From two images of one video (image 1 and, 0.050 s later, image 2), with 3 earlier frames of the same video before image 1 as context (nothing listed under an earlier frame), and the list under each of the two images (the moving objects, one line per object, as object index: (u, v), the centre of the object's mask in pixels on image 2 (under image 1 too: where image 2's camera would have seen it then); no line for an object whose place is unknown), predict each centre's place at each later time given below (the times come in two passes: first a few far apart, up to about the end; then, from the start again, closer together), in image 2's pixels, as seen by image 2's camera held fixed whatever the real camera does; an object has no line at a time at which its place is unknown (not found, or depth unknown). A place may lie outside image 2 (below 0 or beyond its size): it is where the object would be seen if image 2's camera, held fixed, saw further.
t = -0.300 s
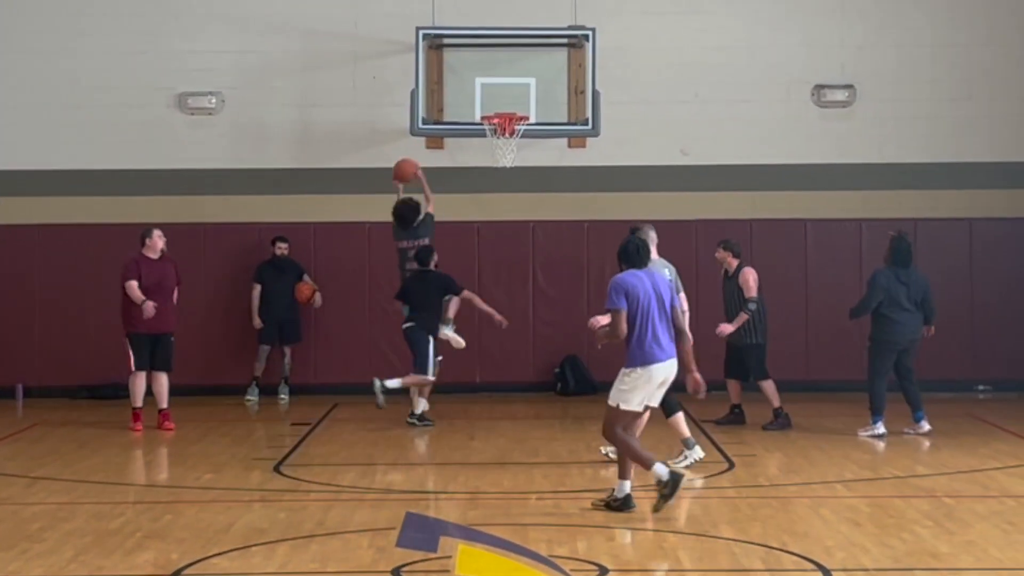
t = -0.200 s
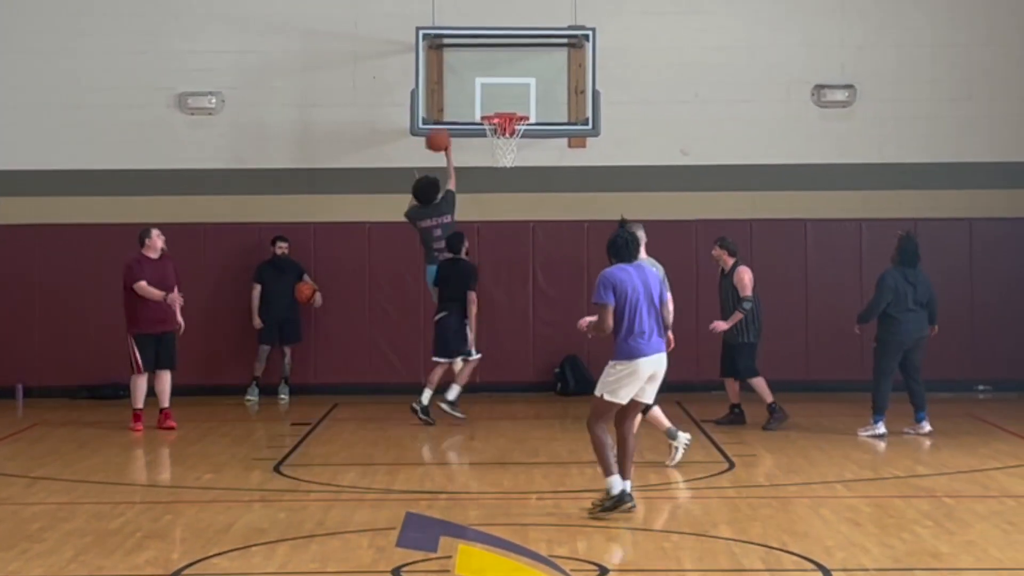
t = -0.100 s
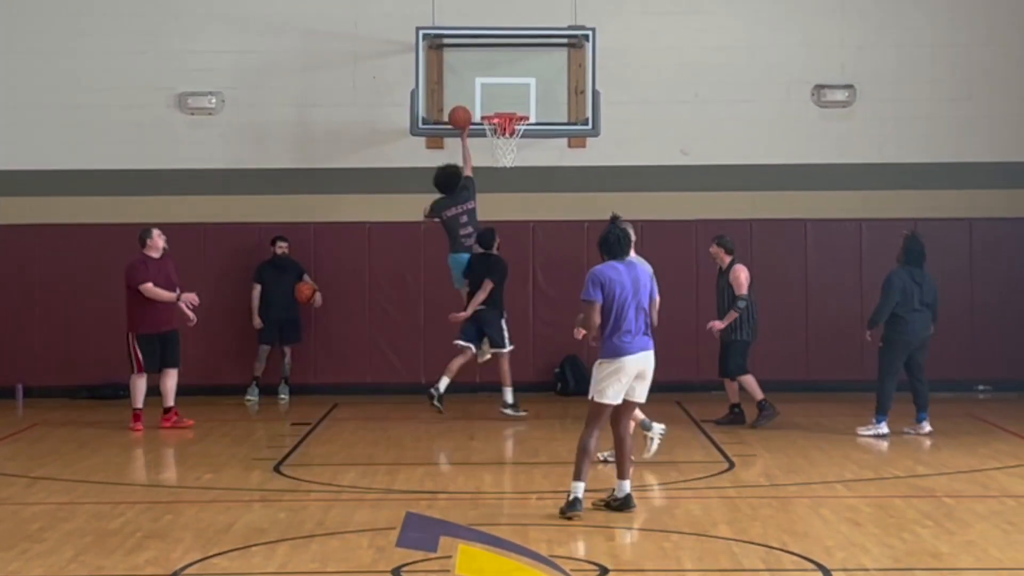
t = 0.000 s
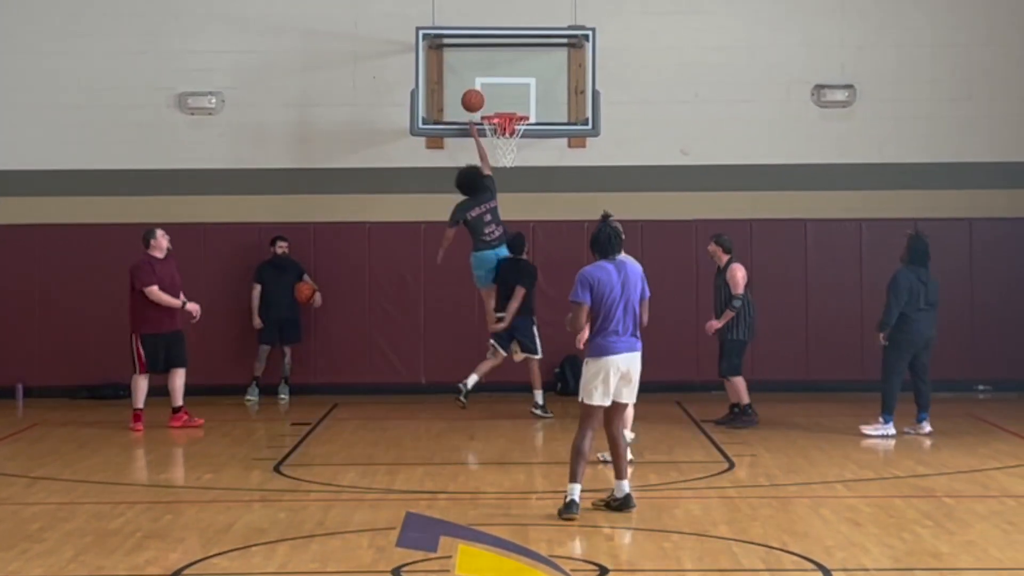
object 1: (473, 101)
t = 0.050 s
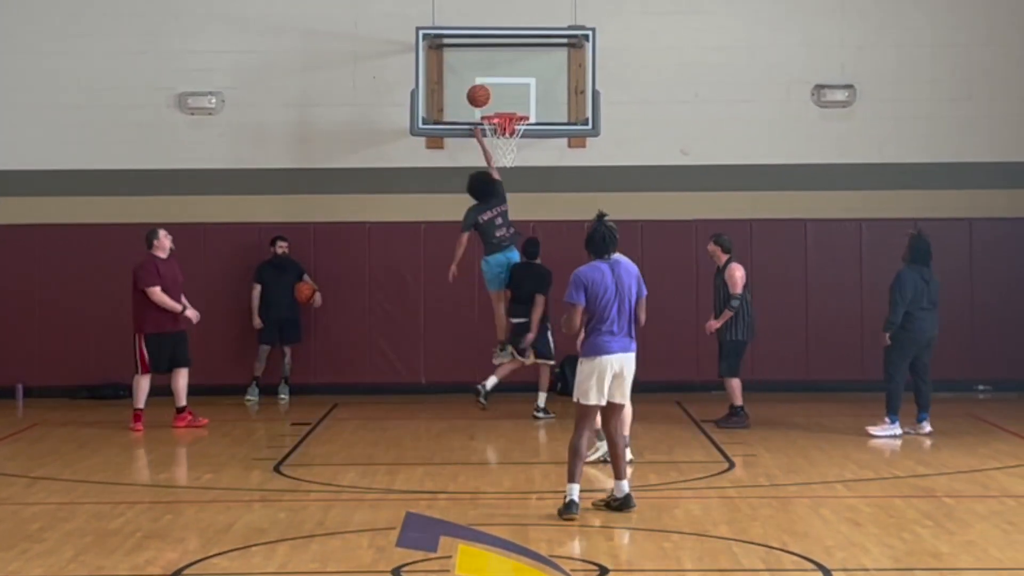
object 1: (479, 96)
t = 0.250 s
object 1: (494, 97)
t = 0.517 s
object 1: (513, 155)
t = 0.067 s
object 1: (480, 95)
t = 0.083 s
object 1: (481, 94)
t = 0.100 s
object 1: (483, 93)
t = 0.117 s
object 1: (484, 92)
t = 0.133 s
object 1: (485, 92)
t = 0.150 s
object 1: (486, 92)
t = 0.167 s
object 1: (487, 92)
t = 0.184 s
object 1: (489, 93)
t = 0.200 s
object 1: (490, 94)
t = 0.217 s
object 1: (491, 95)
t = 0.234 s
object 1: (493, 96)
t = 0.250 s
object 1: (494, 97)
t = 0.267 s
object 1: (495, 99)
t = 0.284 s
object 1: (497, 101)
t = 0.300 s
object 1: (498, 104)
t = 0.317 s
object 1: (499, 105)
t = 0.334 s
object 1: (501, 107)
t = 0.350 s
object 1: (502, 108)
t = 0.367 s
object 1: (503, 110)
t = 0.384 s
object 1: (505, 112)
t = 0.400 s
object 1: (505, 132)
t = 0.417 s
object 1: (506, 133)
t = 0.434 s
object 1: (504, 137)
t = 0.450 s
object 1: (508, 140)
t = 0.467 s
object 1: (510, 145)
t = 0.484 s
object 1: (512, 148)
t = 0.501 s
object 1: (513, 150)
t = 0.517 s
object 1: (513, 155)
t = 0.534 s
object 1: (515, 163)
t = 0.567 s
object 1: (515, 168)
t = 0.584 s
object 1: (516, 173)
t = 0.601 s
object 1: (516, 178)
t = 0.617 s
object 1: (517, 183)
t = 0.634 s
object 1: (518, 189)
